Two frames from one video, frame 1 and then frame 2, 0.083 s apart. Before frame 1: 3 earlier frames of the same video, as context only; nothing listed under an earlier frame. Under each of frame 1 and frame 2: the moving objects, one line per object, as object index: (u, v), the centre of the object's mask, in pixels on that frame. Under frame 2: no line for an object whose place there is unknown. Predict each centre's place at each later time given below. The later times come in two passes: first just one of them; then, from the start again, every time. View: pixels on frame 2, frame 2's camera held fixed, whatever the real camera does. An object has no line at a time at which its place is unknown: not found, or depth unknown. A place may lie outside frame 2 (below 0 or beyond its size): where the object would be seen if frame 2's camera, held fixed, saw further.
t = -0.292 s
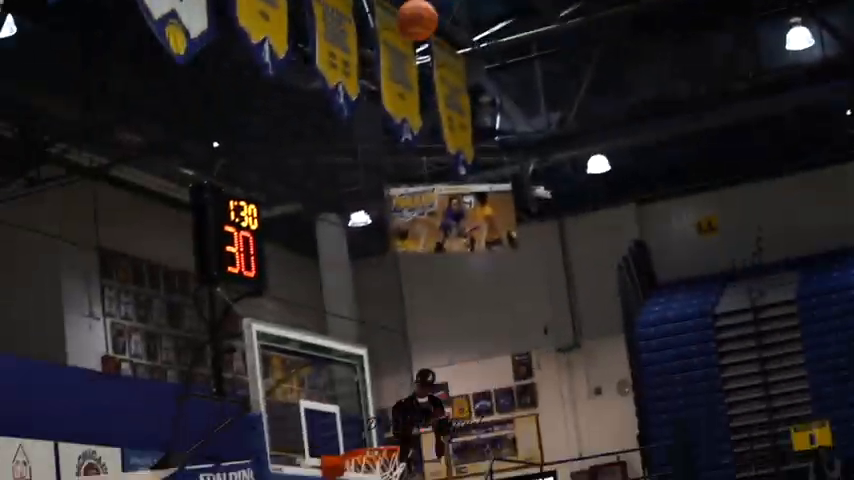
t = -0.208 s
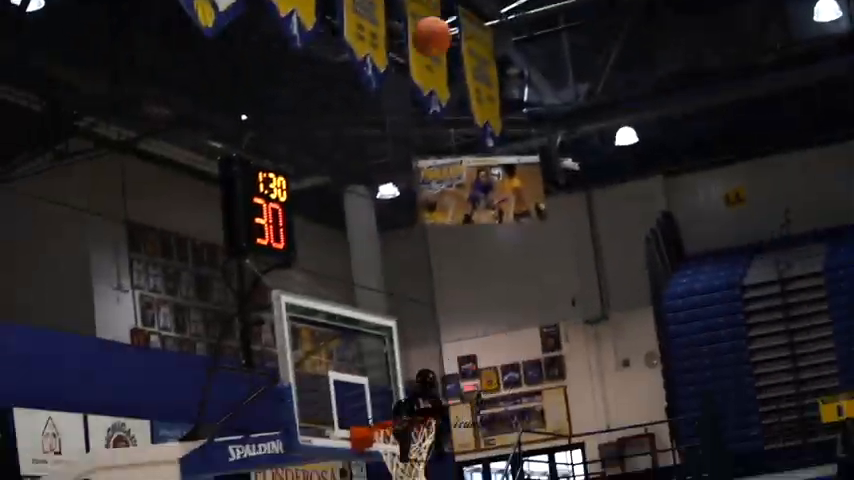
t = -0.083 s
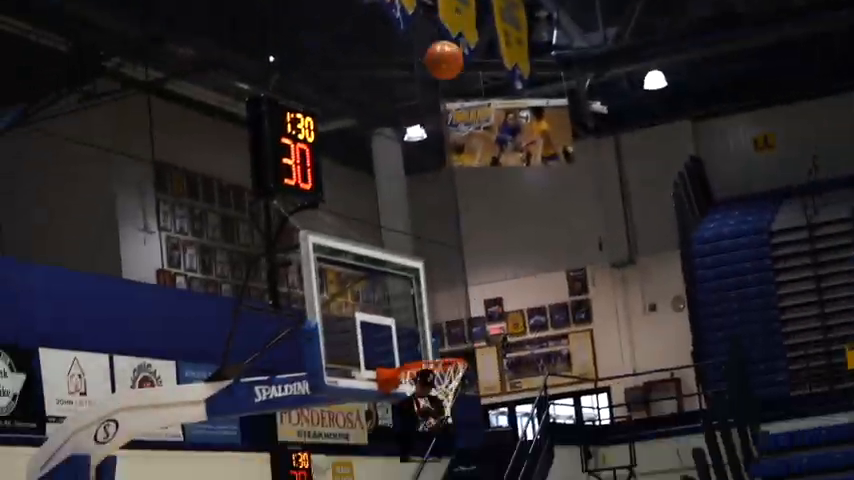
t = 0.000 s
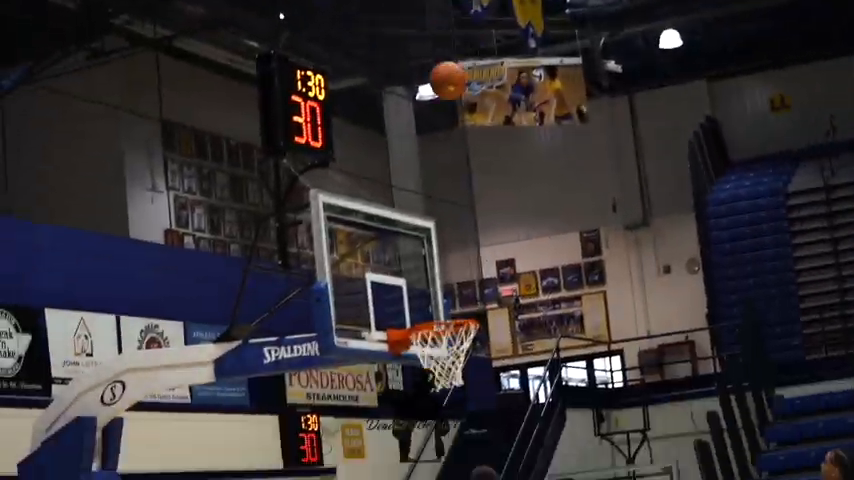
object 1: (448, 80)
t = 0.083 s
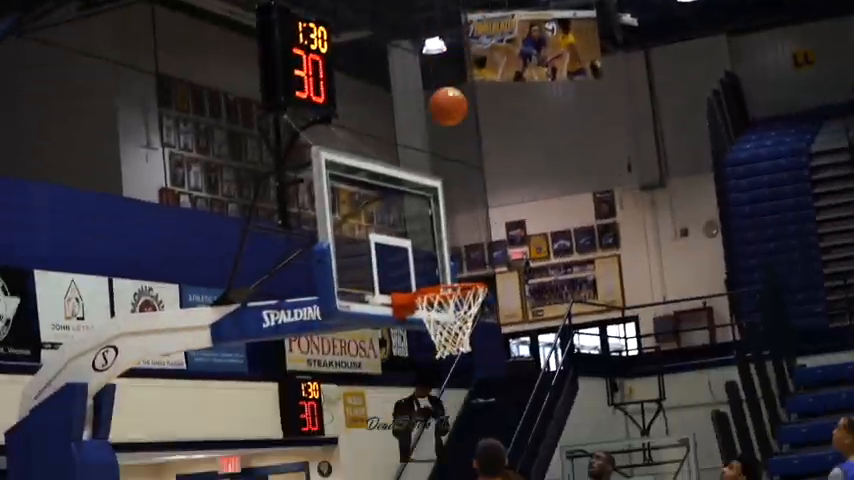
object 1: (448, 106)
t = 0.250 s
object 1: (436, 263)
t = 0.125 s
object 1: (444, 146)
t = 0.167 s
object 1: (441, 184)
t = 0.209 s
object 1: (439, 225)
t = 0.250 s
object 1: (436, 263)
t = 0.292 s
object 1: (433, 307)
